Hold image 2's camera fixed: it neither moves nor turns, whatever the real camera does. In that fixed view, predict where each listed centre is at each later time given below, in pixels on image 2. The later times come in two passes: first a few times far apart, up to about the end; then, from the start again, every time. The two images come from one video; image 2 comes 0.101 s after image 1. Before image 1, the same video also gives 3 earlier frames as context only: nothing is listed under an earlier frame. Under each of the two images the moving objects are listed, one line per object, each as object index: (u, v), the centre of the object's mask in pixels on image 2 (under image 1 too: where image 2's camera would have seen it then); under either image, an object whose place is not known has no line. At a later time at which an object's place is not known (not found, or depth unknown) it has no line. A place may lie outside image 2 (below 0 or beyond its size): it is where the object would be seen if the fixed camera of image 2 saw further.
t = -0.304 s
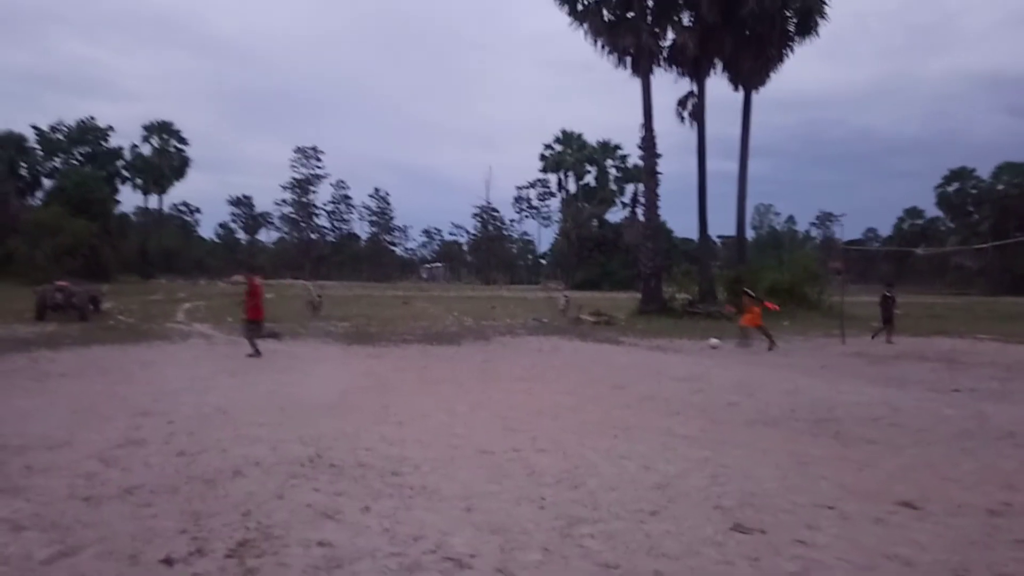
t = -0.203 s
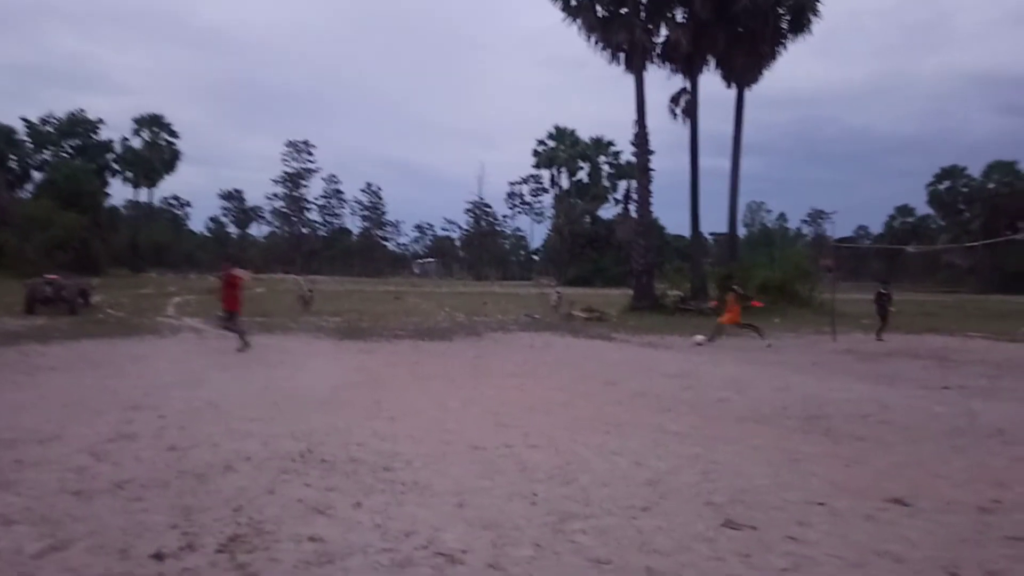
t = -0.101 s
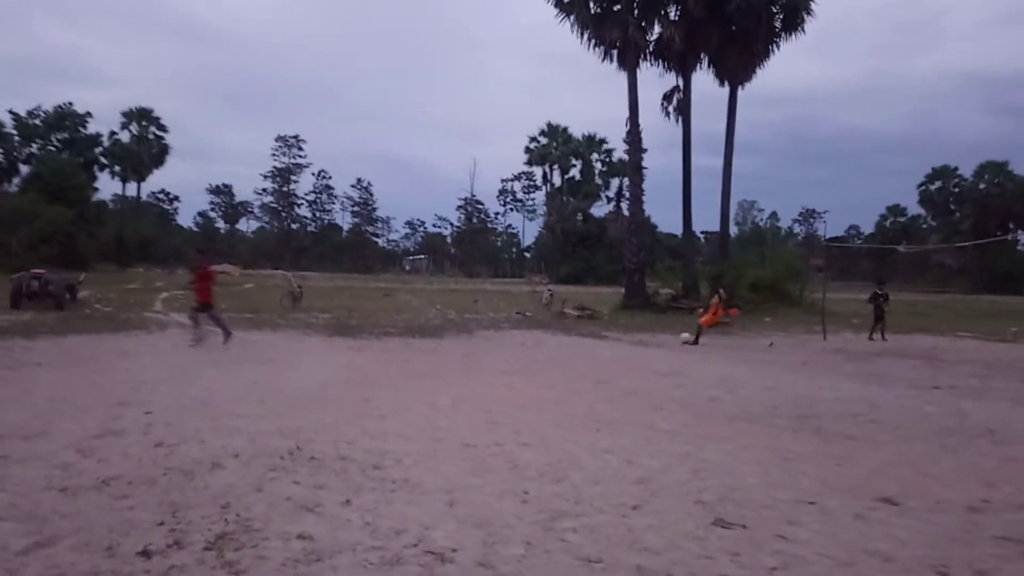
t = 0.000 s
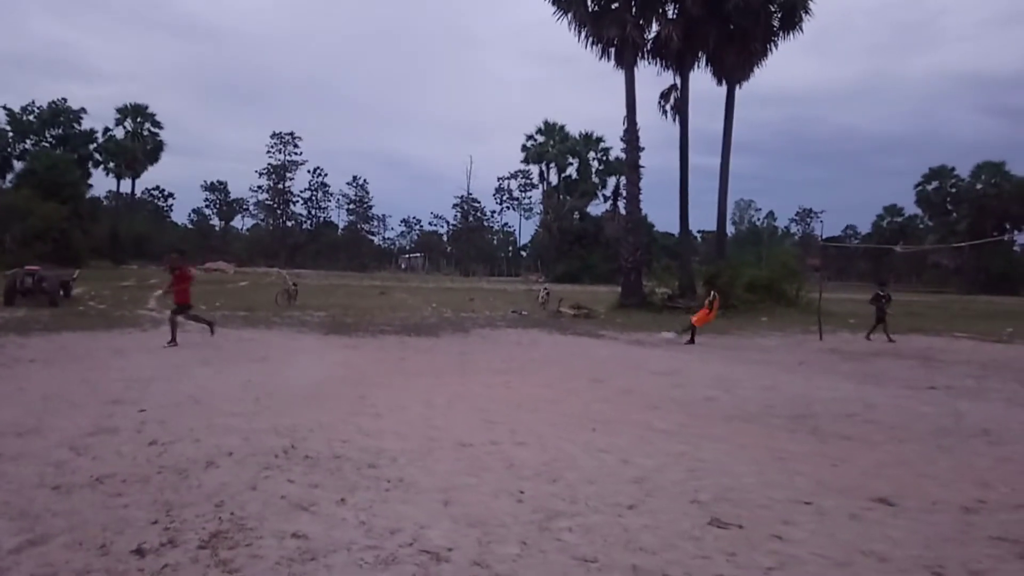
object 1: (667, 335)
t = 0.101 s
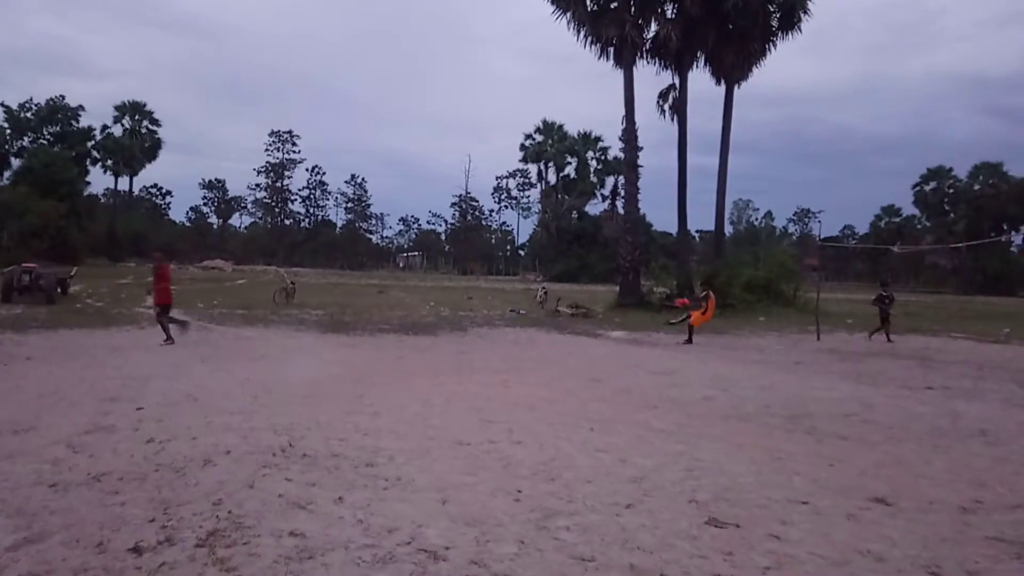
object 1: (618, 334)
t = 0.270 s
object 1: (536, 335)
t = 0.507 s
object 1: (417, 343)
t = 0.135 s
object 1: (601, 337)
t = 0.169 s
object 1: (584, 340)
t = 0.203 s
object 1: (566, 340)
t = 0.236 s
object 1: (552, 337)
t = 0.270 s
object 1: (536, 335)
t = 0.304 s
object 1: (520, 334)
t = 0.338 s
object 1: (505, 334)
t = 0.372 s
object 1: (488, 334)
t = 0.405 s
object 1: (471, 335)
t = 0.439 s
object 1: (454, 335)
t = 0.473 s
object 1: (436, 339)
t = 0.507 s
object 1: (417, 343)
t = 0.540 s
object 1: (398, 348)
